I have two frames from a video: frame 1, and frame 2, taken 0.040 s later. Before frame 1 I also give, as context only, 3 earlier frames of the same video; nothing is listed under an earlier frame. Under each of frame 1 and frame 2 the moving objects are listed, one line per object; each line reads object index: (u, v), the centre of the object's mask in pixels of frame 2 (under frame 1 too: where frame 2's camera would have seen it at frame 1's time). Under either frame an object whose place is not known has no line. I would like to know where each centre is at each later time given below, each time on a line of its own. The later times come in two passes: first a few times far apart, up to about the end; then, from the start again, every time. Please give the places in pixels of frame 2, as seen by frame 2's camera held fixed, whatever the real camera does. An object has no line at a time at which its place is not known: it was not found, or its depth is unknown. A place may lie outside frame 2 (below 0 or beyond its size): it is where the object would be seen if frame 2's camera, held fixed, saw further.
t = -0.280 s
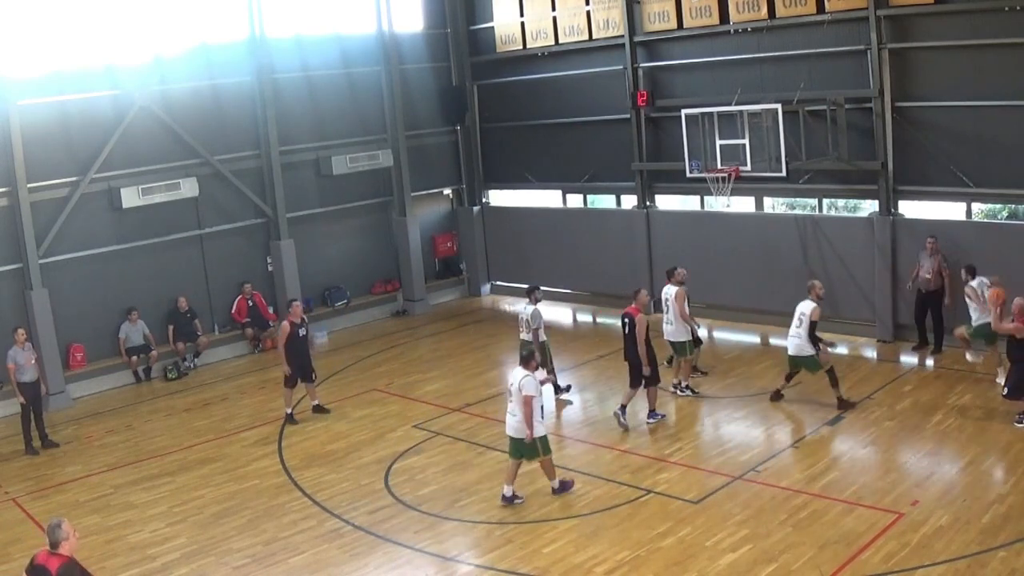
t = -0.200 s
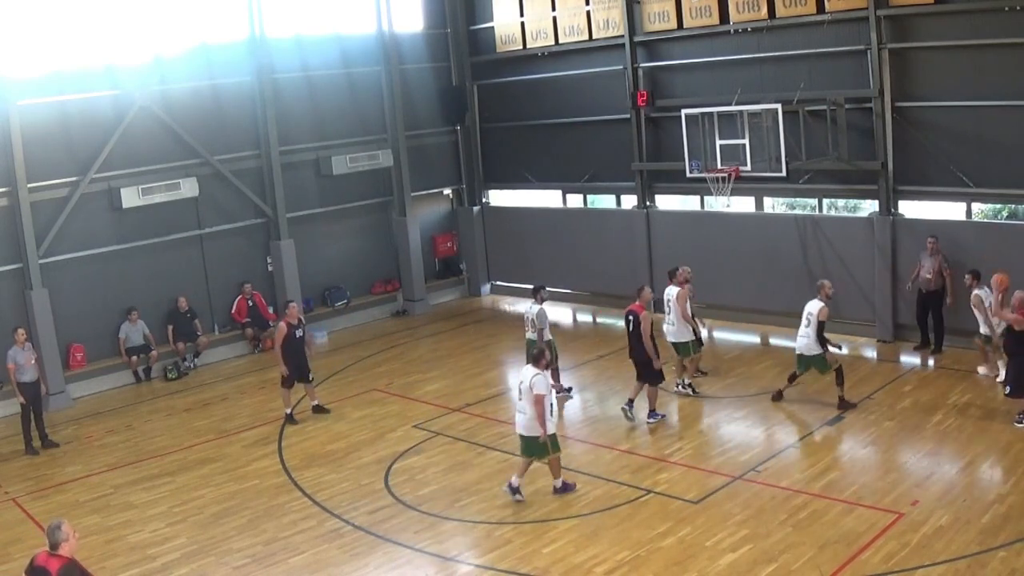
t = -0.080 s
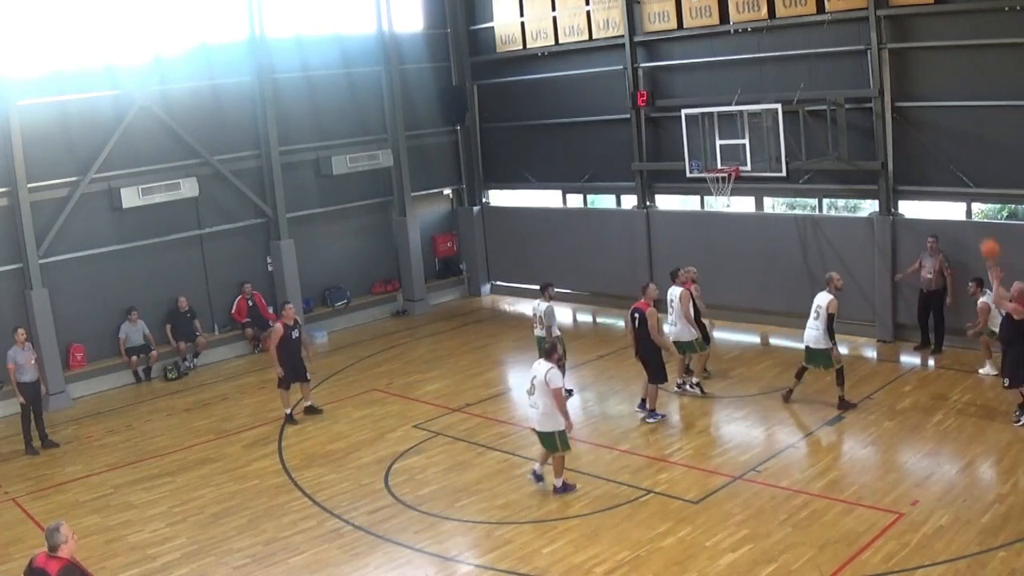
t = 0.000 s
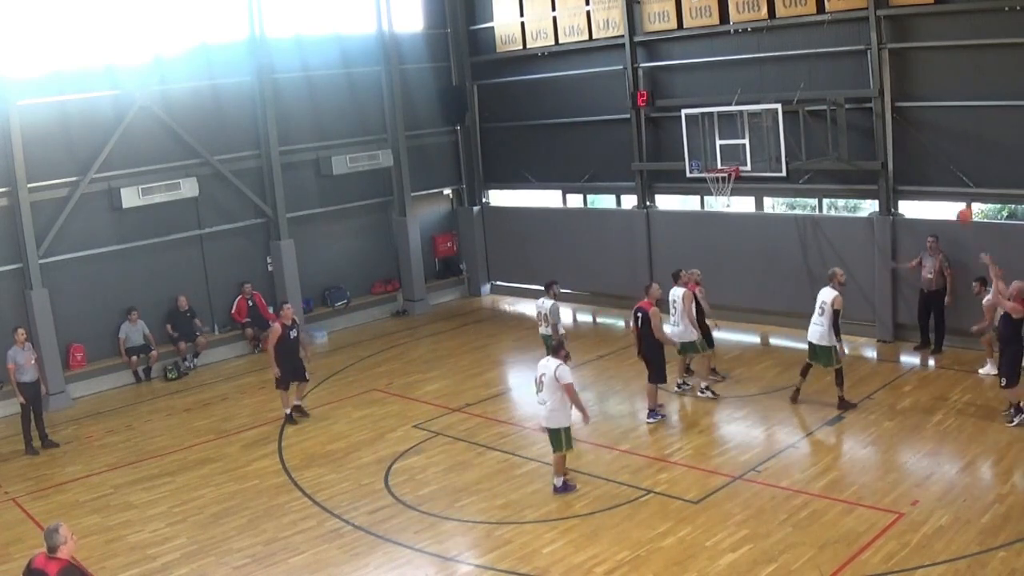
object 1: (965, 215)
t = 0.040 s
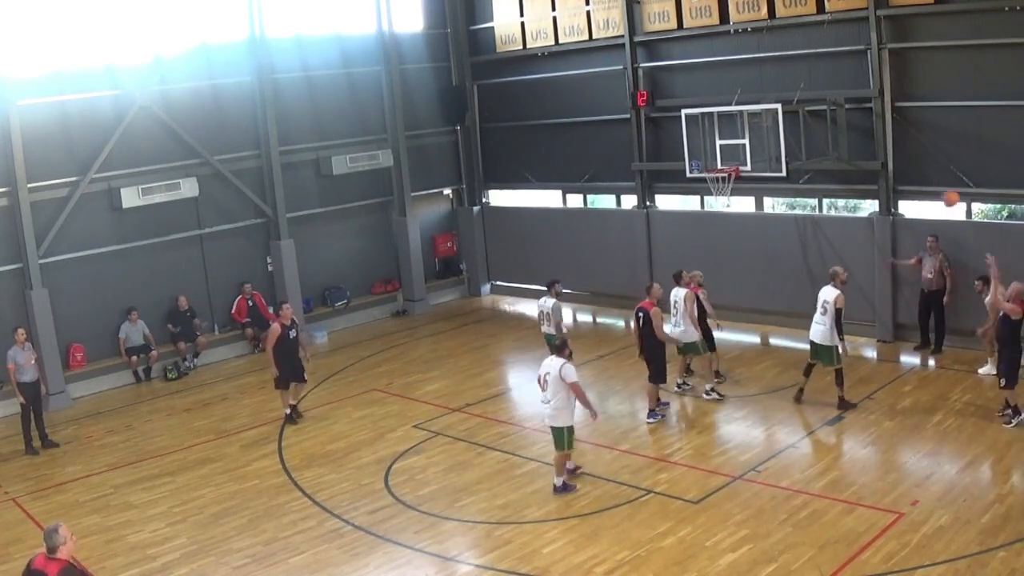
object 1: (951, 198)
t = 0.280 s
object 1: (876, 137)
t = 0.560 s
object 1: (798, 123)
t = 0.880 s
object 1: (727, 161)
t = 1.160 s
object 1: (724, 142)
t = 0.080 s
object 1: (938, 185)
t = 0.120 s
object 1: (925, 174)
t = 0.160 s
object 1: (912, 163)
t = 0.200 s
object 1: (901, 153)
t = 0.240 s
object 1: (888, 145)
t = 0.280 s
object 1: (876, 137)
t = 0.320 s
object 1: (865, 132)
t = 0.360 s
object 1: (853, 128)
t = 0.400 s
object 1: (841, 124)
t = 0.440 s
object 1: (830, 123)
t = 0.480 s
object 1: (819, 122)
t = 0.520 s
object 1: (808, 122)
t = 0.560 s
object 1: (798, 123)
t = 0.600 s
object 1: (789, 125)
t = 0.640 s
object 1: (777, 129)
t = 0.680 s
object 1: (768, 134)
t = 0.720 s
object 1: (759, 138)
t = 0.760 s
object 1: (749, 146)
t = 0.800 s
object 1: (738, 154)
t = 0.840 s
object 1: (731, 161)
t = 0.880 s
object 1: (727, 161)
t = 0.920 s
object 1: (727, 156)
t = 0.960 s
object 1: (726, 151)
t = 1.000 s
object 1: (725, 146)
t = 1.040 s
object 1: (725, 144)
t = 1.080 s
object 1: (725, 142)
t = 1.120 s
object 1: (724, 142)
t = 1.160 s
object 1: (724, 142)
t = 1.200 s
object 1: (724, 143)
